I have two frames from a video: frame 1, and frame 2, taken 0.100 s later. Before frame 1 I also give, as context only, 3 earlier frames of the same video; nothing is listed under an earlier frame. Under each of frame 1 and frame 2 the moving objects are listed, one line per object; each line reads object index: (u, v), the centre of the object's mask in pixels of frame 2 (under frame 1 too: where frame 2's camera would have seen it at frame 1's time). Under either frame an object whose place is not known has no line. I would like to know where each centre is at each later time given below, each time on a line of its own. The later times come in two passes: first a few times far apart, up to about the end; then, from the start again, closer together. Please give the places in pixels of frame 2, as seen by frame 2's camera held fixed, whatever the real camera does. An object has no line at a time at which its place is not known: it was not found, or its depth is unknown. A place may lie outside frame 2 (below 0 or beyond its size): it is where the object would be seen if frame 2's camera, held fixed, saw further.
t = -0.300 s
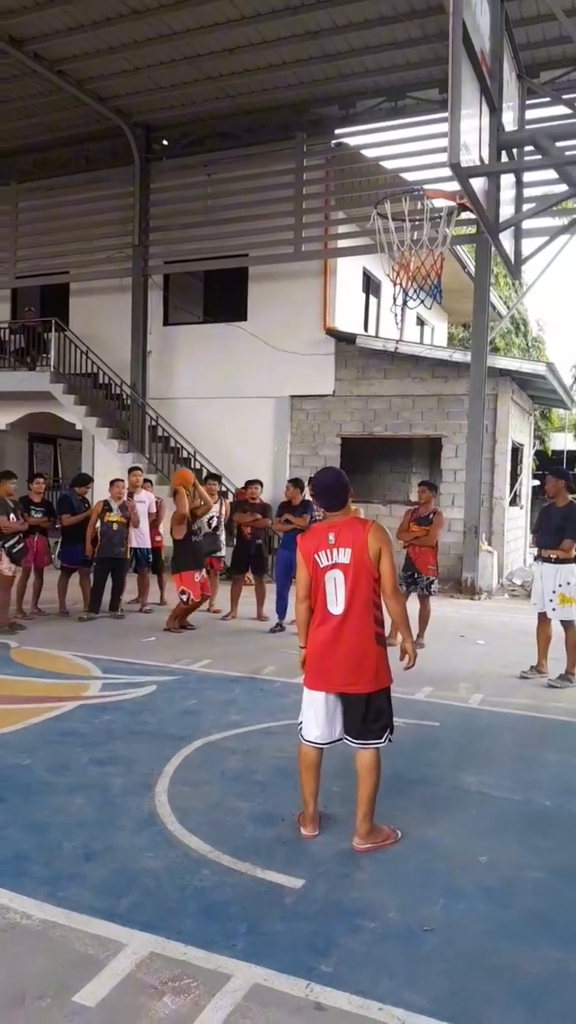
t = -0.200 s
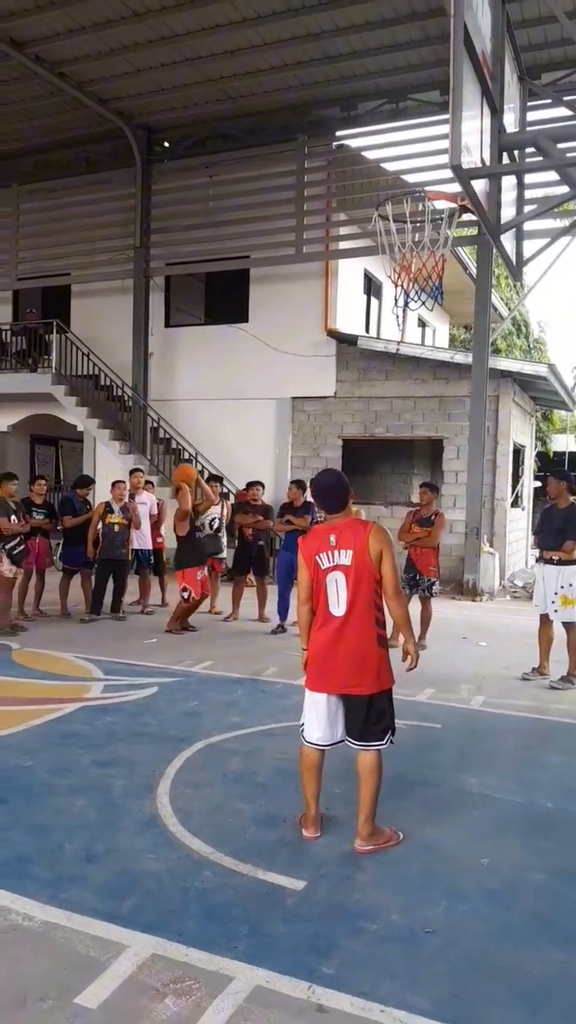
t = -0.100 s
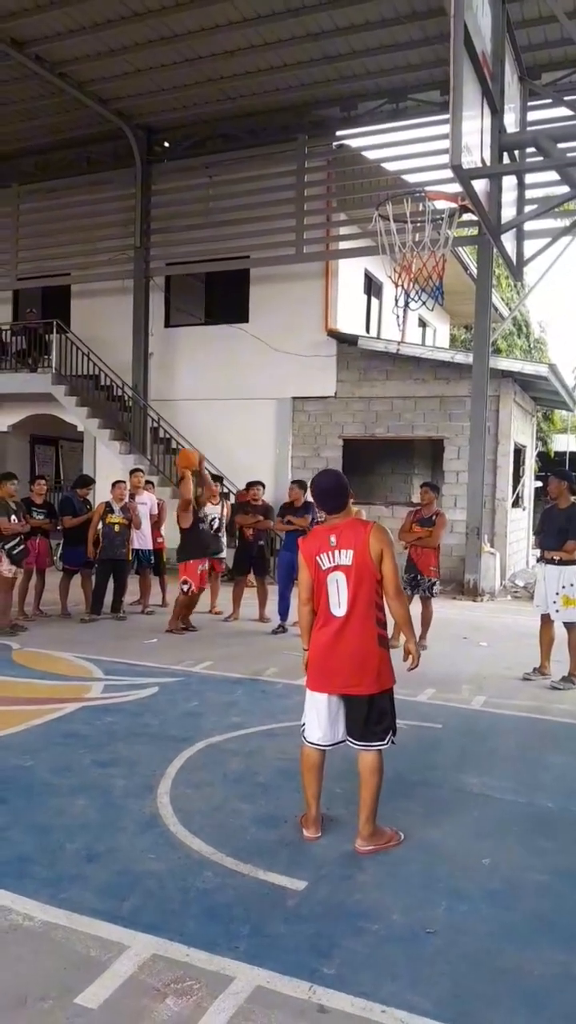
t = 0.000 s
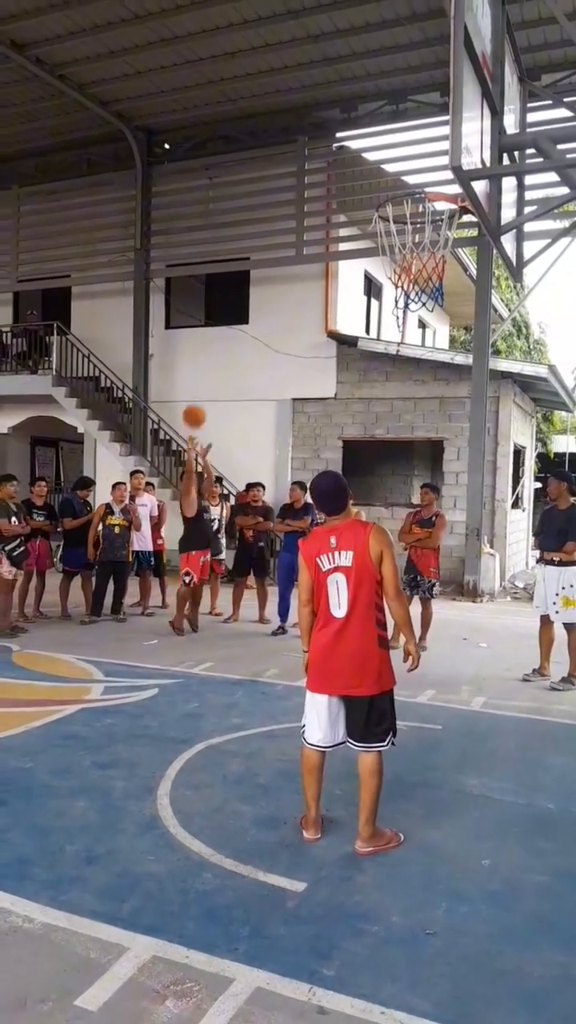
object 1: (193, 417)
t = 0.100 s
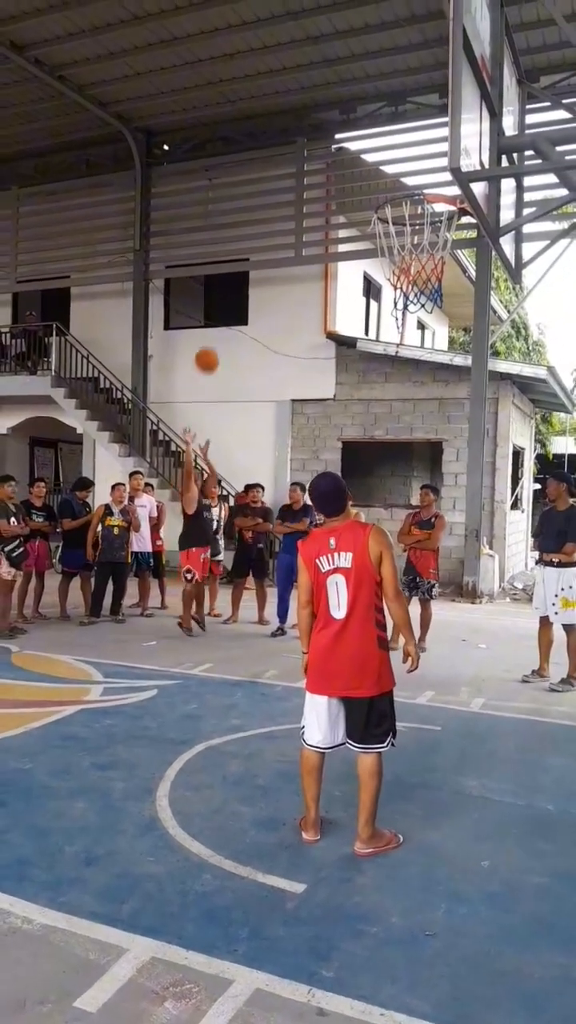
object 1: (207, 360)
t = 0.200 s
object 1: (222, 307)
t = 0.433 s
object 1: (262, 206)
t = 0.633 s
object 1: (304, 156)
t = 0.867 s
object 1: (366, 161)
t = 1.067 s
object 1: (433, 237)
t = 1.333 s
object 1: (462, 349)
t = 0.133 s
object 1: (211, 343)
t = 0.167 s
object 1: (217, 323)
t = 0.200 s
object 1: (222, 307)
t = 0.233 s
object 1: (227, 292)
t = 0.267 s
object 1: (232, 276)
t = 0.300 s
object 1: (238, 260)
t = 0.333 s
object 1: (244, 246)
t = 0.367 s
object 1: (249, 232)
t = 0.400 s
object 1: (256, 218)
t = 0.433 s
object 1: (262, 206)
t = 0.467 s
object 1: (268, 196)
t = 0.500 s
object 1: (275, 187)
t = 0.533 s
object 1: (282, 176)
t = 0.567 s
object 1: (289, 169)
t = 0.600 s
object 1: (296, 162)
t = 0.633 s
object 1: (304, 156)
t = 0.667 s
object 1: (312, 153)
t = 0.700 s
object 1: (320, 150)
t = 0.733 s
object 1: (328, 149)
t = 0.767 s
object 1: (336, 149)
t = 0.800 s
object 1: (345, 151)
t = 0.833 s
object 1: (355, 155)
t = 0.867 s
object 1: (366, 161)
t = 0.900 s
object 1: (377, 169)
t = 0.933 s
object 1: (388, 179)
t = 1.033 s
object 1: (421, 223)
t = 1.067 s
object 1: (433, 237)
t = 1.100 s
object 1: (436, 247)
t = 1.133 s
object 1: (440, 254)
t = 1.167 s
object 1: (443, 263)
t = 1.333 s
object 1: (462, 349)
